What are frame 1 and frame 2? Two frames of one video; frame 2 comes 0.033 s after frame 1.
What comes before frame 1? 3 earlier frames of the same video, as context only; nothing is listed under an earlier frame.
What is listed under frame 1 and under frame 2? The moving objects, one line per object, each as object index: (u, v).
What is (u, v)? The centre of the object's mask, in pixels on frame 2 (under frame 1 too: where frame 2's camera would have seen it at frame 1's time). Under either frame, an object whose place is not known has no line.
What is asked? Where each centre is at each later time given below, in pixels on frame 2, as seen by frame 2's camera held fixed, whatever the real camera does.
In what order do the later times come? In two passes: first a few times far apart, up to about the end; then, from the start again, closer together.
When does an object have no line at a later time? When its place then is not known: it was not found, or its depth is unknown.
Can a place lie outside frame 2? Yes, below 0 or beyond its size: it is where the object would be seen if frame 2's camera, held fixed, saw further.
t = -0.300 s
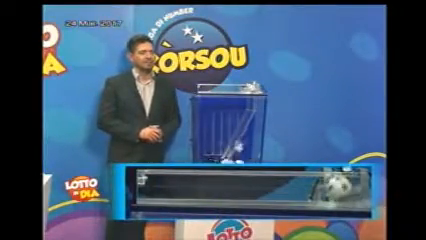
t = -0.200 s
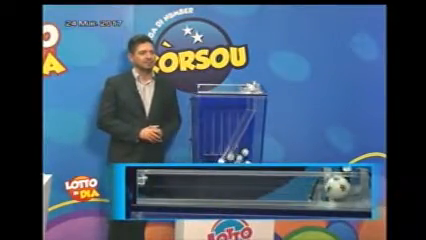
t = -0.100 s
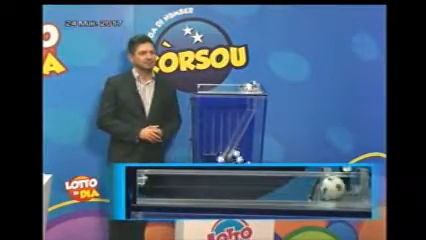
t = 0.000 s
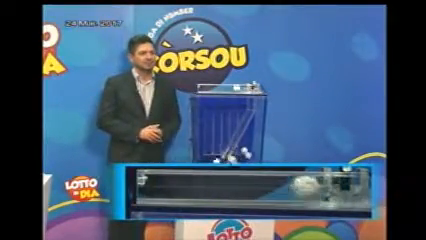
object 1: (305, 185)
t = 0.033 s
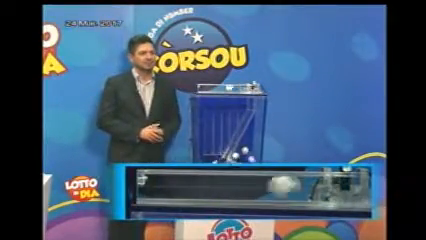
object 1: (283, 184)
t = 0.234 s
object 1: (173, 183)
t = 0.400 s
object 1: (170, 184)
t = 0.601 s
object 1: (151, 182)
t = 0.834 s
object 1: (149, 182)
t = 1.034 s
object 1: (149, 183)
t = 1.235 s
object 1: (149, 182)
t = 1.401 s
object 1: (149, 181)
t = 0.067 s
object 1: (255, 185)
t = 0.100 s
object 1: (225, 184)
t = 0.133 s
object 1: (192, 184)
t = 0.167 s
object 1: (159, 182)
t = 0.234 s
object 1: (173, 183)
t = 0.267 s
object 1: (179, 185)
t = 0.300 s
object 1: (179, 185)
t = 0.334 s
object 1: (177, 185)
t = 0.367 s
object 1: (174, 185)
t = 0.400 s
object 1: (170, 184)
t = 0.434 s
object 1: (166, 184)
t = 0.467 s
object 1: (156, 181)
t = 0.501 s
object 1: (152, 181)
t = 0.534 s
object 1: (149, 182)
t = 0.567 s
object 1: (150, 182)
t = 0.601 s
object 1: (151, 182)
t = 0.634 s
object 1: (151, 182)
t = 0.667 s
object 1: (152, 182)
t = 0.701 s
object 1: (151, 182)
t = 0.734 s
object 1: (151, 182)
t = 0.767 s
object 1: (150, 182)
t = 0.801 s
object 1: (149, 182)
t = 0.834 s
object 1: (149, 182)
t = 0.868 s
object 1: (149, 182)
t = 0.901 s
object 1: (149, 182)
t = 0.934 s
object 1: (149, 182)
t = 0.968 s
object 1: (149, 182)
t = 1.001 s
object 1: (149, 182)
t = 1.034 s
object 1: (149, 183)
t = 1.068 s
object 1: (149, 183)
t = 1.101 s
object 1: (149, 183)
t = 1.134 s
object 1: (149, 183)
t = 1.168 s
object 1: (149, 182)
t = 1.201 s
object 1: (149, 182)
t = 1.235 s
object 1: (149, 182)
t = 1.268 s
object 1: (149, 182)
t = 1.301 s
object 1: (149, 182)
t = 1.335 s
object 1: (149, 182)
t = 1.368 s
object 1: (149, 182)
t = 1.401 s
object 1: (149, 181)
